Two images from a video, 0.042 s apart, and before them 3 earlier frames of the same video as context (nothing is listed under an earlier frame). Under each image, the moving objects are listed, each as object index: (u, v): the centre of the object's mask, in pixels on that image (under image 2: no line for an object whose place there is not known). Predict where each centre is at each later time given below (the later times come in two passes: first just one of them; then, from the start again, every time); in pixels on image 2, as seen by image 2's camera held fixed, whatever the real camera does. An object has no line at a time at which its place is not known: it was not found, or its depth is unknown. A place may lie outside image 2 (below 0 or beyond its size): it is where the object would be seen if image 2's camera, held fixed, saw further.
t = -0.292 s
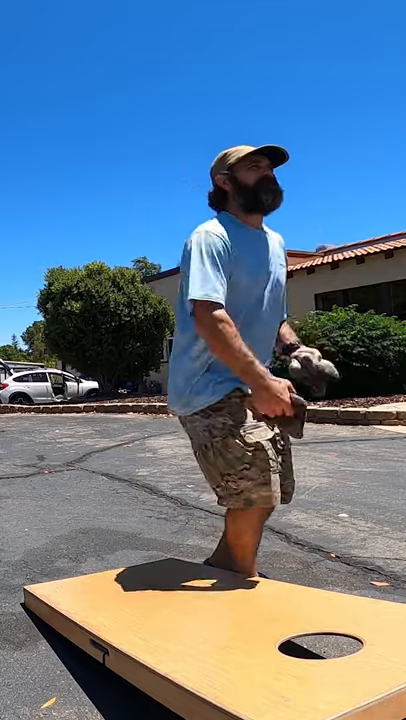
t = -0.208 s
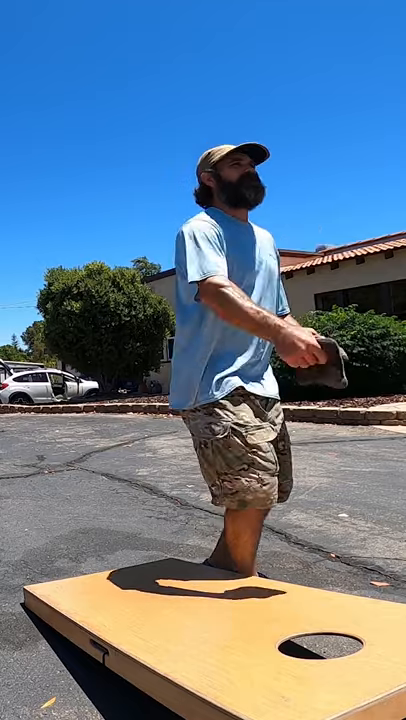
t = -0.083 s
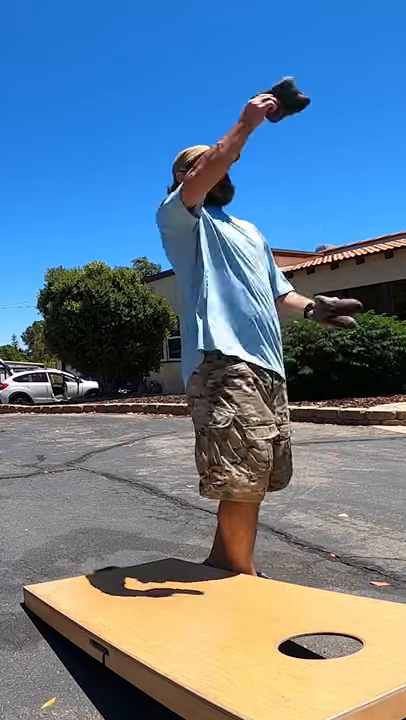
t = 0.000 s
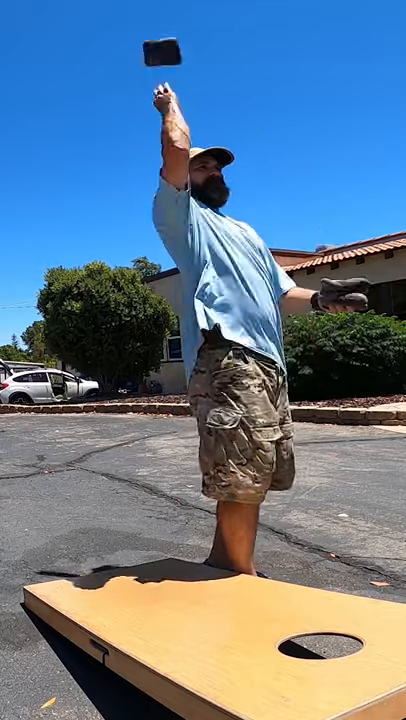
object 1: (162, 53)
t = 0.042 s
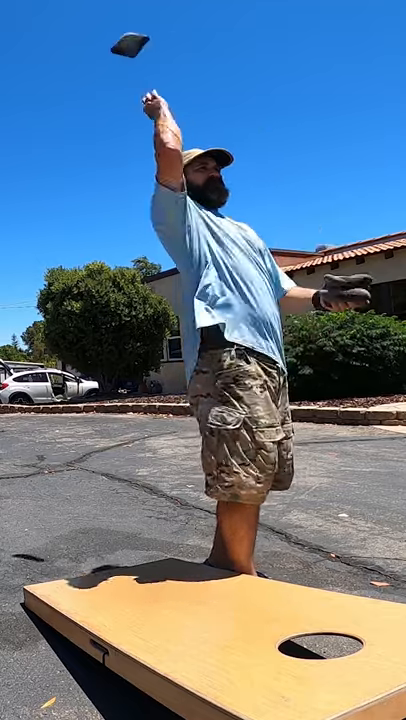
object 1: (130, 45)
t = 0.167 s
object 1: (48, 37)
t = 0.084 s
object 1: (92, 39)
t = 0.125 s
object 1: (72, 38)
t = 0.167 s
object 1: (48, 37)
